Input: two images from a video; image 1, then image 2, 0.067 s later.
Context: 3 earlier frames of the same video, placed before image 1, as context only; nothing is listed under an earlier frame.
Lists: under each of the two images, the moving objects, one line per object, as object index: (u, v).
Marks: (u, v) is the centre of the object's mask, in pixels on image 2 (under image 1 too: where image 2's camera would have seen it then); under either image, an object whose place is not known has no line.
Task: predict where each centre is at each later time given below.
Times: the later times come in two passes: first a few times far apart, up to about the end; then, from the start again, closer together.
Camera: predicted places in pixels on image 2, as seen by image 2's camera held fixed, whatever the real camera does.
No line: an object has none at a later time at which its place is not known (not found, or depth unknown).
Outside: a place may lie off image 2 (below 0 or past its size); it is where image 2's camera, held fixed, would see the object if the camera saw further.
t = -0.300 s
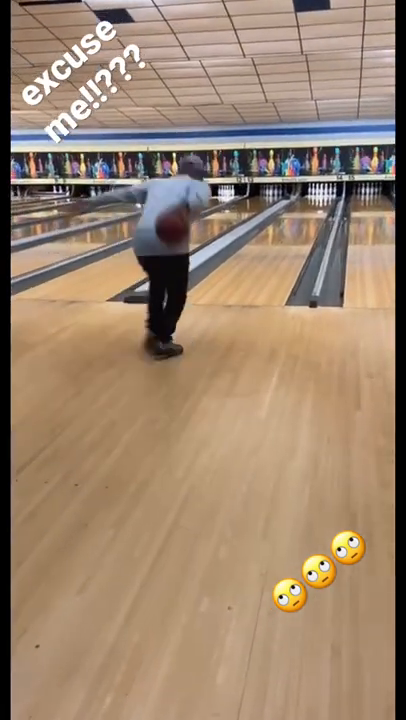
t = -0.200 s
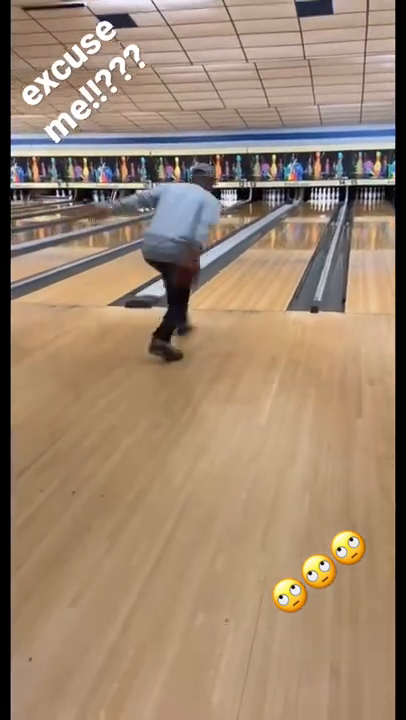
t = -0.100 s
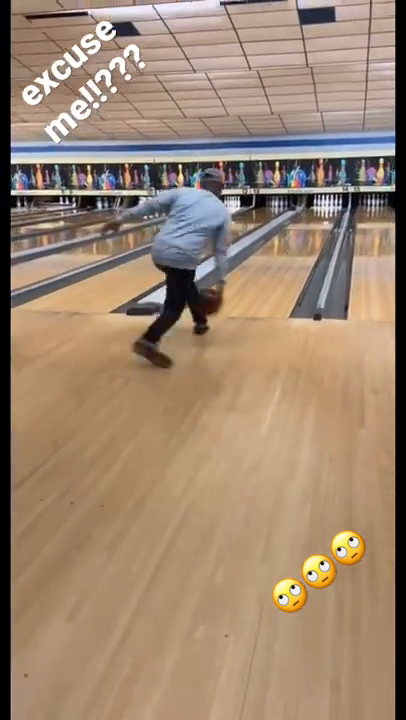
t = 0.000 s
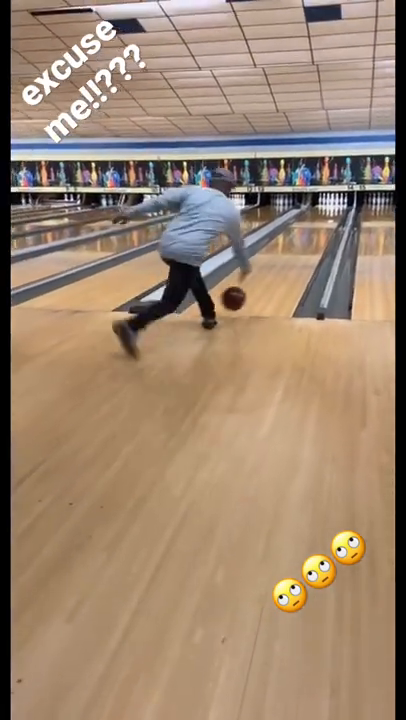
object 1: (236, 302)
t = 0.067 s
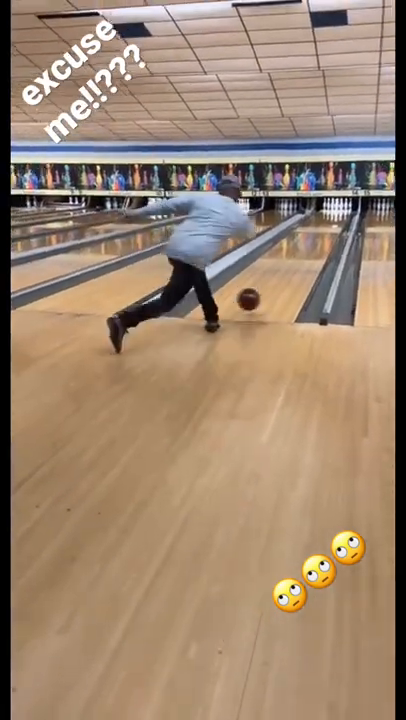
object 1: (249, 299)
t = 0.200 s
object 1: (268, 288)
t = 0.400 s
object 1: (289, 268)
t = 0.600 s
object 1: (304, 254)
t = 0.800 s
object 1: (315, 243)
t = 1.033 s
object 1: (325, 234)
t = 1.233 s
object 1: (331, 227)
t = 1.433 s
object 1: (335, 223)
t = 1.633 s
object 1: (337, 220)
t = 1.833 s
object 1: (339, 216)
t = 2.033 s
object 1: (340, 213)
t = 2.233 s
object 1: (340, 210)
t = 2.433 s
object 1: (338, 209)
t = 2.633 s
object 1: (336, 207)
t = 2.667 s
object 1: (337, 206)
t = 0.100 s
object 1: (254, 299)
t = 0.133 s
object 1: (259, 296)
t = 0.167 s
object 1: (263, 291)
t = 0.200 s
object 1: (268, 288)
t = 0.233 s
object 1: (272, 284)
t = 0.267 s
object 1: (275, 280)
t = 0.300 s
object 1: (279, 277)
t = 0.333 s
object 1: (283, 273)
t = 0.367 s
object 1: (286, 271)
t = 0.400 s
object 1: (289, 268)
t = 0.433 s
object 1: (292, 265)
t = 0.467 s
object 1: (294, 263)
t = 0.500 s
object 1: (297, 260)
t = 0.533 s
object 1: (299, 258)
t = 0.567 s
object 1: (302, 256)
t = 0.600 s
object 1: (304, 254)
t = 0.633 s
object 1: (306, 252)
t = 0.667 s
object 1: (308, 250)
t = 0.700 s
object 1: (310, 248)
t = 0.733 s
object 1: (312, 247)
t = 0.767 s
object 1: (314, 245)
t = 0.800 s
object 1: (315, 243)
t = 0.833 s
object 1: (317, 242)
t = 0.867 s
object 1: (318, 240)
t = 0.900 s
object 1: (320, 239)
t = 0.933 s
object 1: (321, 237)
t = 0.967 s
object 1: (322, 236)
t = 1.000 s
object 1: (323, 235)
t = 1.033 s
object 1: (325, 234)
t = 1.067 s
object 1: (326, 232)
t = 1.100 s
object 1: (327, 231)
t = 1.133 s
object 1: (328, 231)
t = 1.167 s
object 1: (329, 230)
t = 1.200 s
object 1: (330, 228)
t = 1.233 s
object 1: (331, 227)
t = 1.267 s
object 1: (331, 226)
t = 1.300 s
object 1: (332, 226)
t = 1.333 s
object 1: (333, 225)
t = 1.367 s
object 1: (333, 225)
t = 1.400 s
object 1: (334, 224)
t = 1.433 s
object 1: (335, 223)
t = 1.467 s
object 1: (335, 222)
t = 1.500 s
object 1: (336, 221)
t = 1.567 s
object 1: (336, 220)
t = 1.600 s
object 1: (337, 220)
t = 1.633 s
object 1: (337, 220)
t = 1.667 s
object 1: (337, 219)
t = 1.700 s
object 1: (338, 219)
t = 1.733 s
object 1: (339, 217)
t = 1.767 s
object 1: (339, 217)
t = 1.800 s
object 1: (339, 217)
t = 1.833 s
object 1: (339, 216)
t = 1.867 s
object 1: (339, 215)
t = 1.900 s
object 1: (340, 215)
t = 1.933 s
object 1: (340, 215)
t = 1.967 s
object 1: (340, 215)
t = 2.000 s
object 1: (340, 214)
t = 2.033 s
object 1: (340, 213)
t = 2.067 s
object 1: (340, 212)
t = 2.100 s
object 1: (340, 213)
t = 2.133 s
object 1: (341, 212)
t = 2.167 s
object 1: (340, 211)
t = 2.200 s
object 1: (340, 211)
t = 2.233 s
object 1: (340, 210)
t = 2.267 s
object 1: (339, 210)
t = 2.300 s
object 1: (339, 210)
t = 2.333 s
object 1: (339, 209)
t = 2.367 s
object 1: (339, 209)
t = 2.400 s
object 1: (339, 209)
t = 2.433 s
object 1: (338, 209)
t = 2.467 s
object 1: (337, 208)
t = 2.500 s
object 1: (338, 209)
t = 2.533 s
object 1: (336, 207)
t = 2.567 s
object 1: (337, 207)
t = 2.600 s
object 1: (336, 207)
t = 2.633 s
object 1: (336, 207)
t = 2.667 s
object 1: (337, 206)
